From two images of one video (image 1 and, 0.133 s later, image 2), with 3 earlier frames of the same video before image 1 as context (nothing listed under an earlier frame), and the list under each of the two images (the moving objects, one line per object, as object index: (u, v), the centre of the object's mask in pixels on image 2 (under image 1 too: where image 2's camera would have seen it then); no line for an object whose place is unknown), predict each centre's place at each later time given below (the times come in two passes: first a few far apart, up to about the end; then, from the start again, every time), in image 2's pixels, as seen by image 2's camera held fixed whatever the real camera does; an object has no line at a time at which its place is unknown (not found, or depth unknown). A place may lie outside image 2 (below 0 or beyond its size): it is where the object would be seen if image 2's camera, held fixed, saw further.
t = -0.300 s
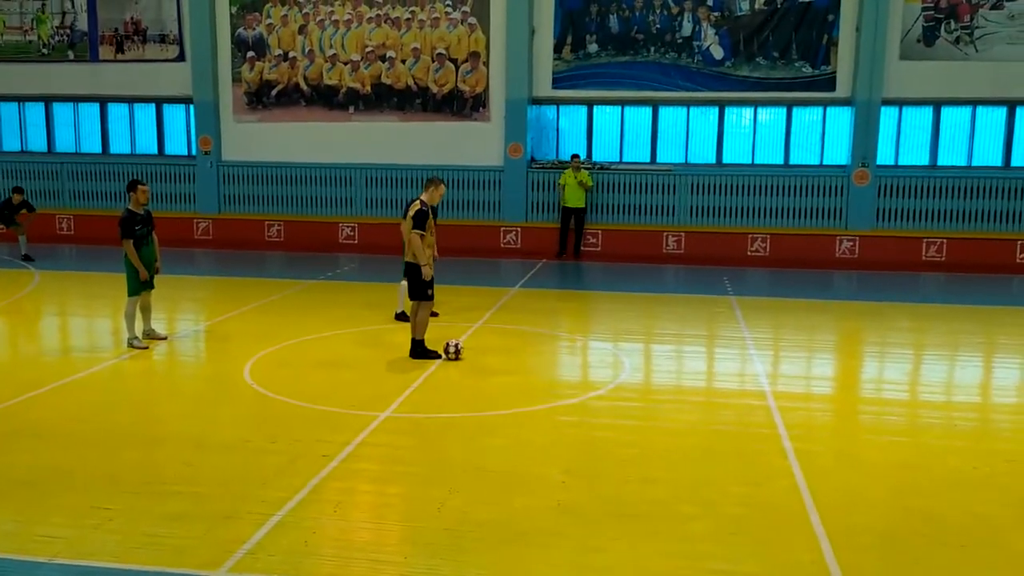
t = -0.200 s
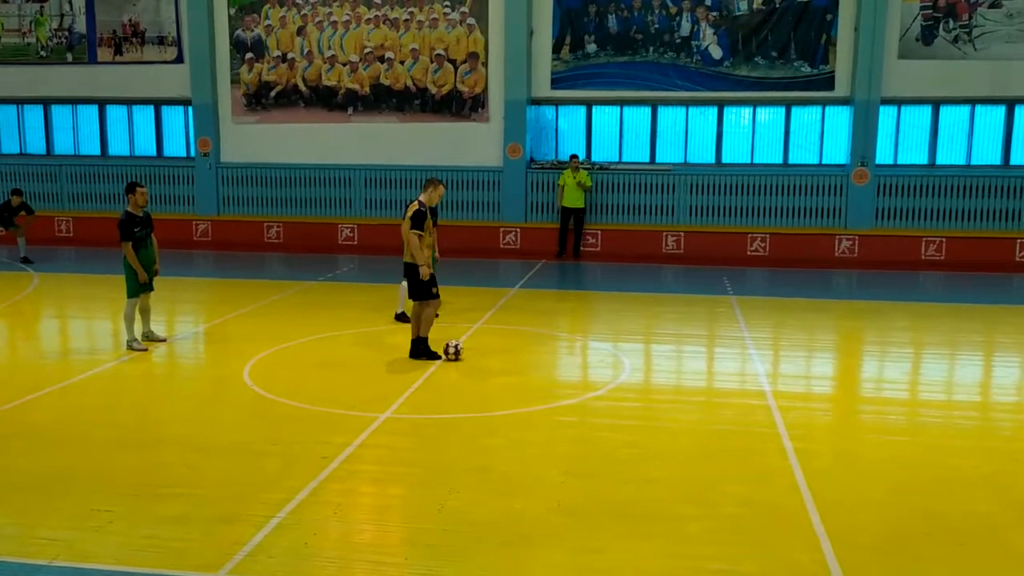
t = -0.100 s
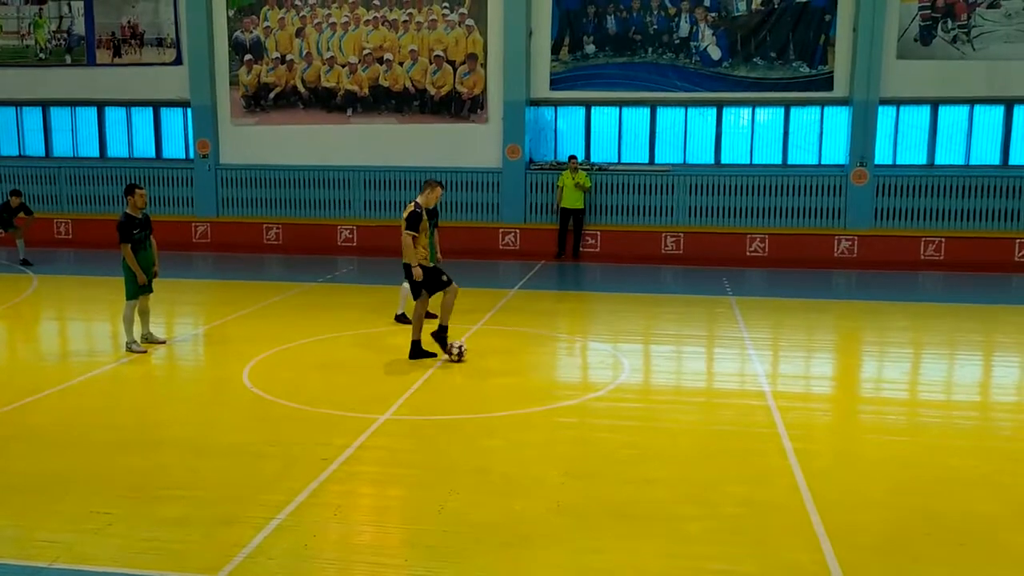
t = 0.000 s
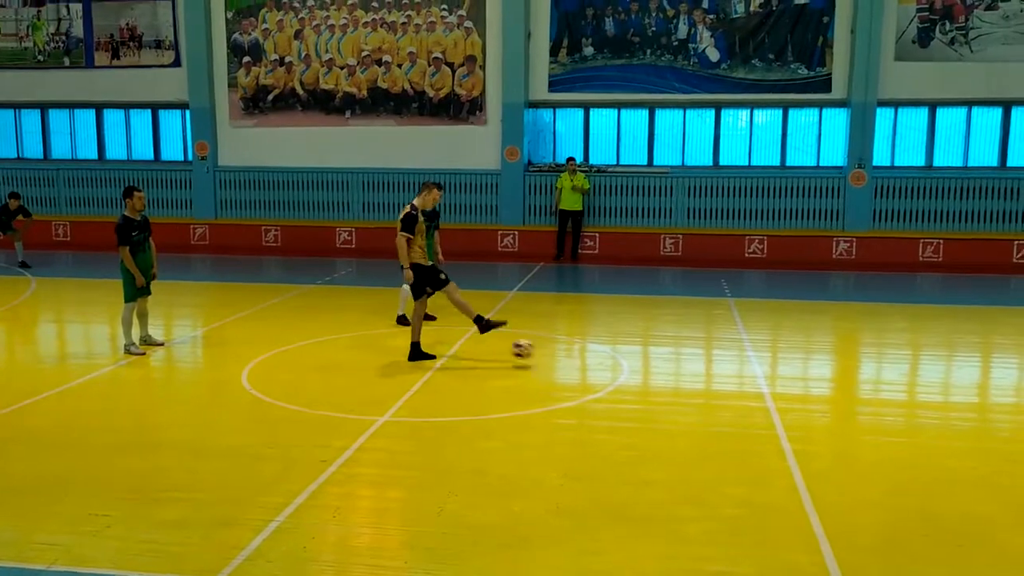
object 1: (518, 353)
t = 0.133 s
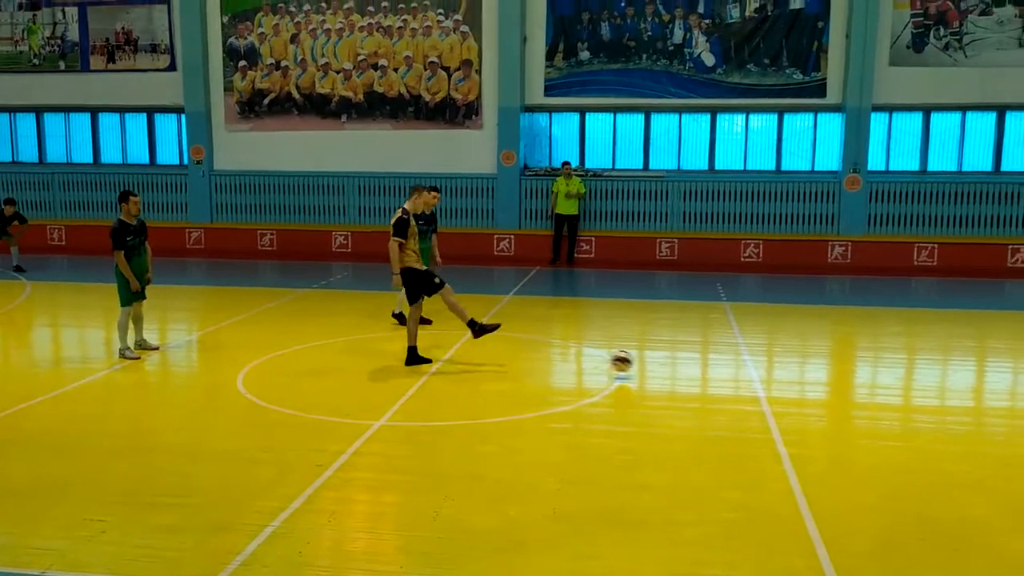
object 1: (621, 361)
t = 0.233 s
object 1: (698, 372)
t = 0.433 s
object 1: (839, 383)
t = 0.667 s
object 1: (993, 396)
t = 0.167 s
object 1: (648, 366)
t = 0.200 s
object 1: (675, 373)
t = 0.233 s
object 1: (698, 372)
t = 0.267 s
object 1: (722, 372)
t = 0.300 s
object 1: (745, 373)
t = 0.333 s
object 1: (769, 375)
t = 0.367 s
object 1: (793, 379)
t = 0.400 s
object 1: (817, 382)
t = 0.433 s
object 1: (839, 383)
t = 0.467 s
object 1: (860, 383)
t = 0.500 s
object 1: (883, 384)
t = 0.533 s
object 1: (905, 388)
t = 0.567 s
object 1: (928, 392)
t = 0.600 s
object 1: (949, 392)
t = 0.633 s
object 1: (971, 394)
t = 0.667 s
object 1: (993, 396)
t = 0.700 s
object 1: (1015, 402)
